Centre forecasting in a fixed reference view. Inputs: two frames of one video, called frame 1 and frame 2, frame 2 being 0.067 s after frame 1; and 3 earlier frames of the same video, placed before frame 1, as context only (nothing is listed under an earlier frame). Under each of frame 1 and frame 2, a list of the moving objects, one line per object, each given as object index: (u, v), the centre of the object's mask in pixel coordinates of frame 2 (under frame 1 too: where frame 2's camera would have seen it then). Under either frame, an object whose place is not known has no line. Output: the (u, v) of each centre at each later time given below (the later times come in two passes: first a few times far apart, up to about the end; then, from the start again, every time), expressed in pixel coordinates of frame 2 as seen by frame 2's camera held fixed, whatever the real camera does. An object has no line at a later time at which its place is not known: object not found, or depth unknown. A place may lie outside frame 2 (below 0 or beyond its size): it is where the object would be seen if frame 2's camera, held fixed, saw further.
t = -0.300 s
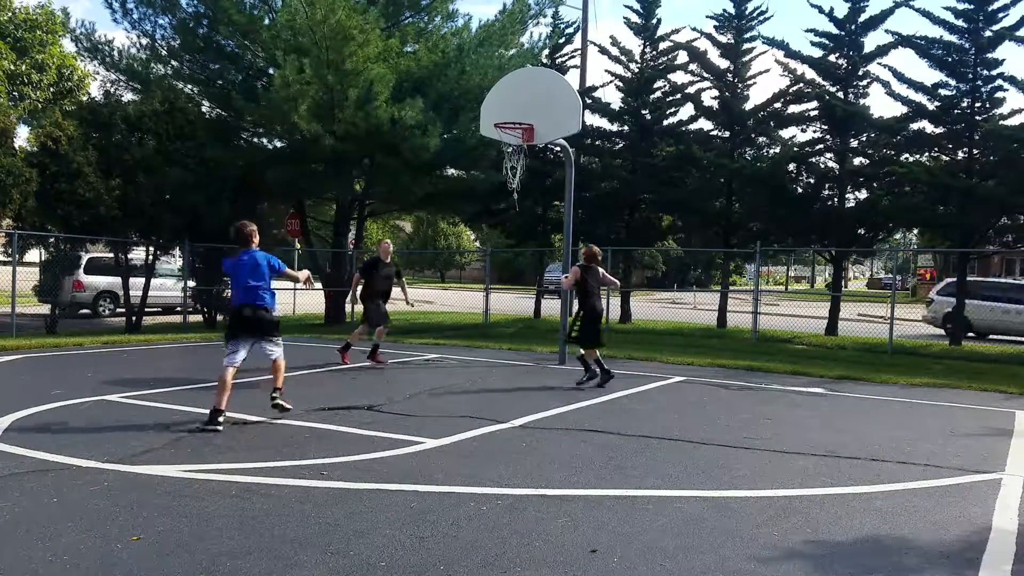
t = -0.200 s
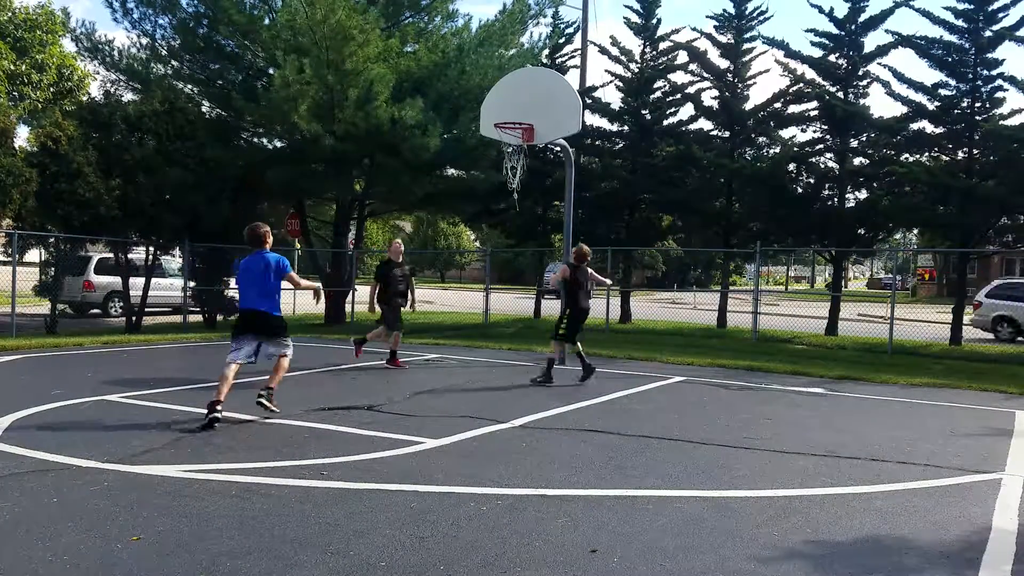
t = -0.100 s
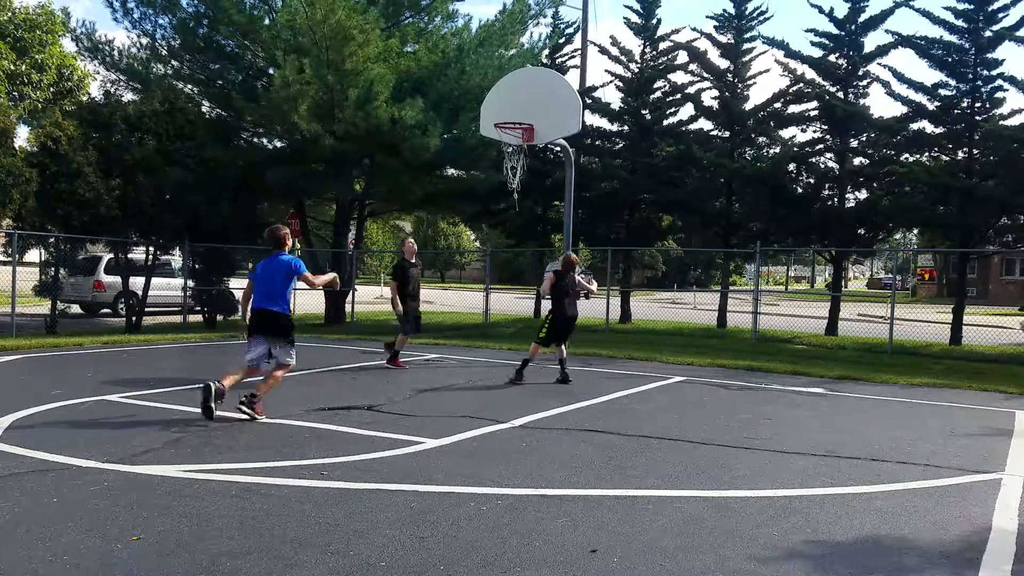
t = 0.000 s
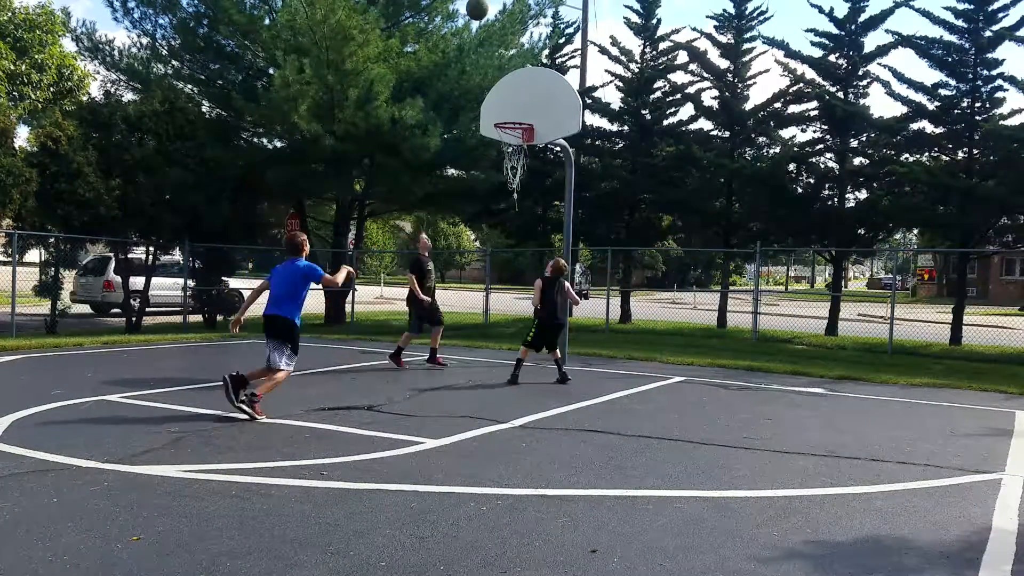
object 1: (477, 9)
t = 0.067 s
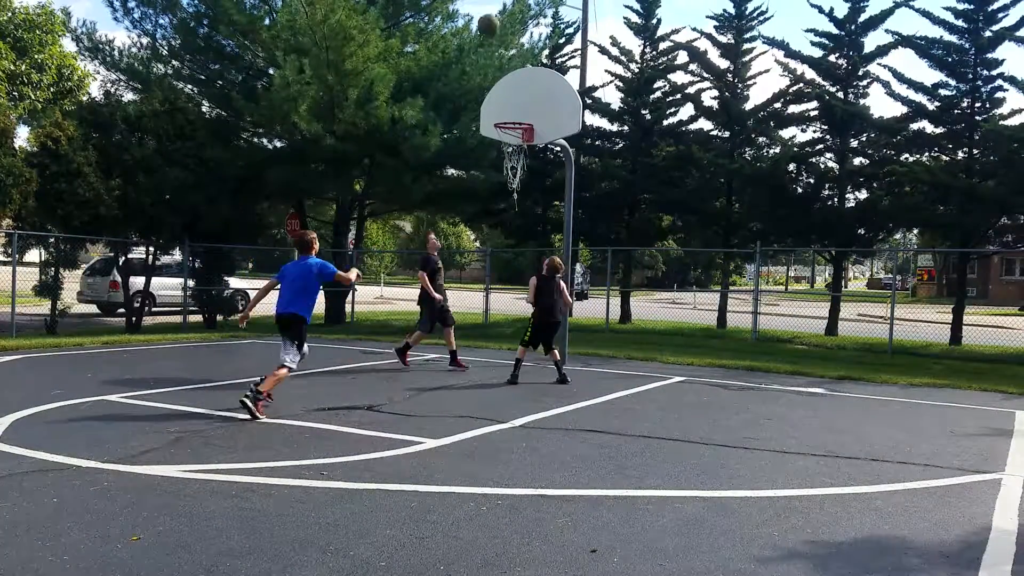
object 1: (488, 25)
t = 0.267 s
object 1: (517, 98)
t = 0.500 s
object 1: (532, 80)
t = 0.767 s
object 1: (538, 72)
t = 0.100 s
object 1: (494, 35)
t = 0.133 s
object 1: (501, 46)
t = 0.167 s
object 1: (505, 58)
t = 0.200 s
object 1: (510, 71)
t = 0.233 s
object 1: (512, 84)
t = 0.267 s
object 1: (517, 98)
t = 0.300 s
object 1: (522, 112)
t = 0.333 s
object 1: (524, 111)
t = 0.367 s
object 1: (526, 103)
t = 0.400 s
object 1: (528, 96)
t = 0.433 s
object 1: (529, 90)
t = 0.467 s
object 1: (531, 84)
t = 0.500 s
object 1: (532, 80)
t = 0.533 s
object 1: (534, 76)
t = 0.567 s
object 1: (535, 74)
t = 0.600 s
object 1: (537, 72)
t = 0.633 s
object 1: (538, 72)
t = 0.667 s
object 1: (539, 72)
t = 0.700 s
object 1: (539, 72)
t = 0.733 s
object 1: (539, 72)
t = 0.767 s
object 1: (538, 72)
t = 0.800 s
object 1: (537, 73)
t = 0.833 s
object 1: (537, 75)
